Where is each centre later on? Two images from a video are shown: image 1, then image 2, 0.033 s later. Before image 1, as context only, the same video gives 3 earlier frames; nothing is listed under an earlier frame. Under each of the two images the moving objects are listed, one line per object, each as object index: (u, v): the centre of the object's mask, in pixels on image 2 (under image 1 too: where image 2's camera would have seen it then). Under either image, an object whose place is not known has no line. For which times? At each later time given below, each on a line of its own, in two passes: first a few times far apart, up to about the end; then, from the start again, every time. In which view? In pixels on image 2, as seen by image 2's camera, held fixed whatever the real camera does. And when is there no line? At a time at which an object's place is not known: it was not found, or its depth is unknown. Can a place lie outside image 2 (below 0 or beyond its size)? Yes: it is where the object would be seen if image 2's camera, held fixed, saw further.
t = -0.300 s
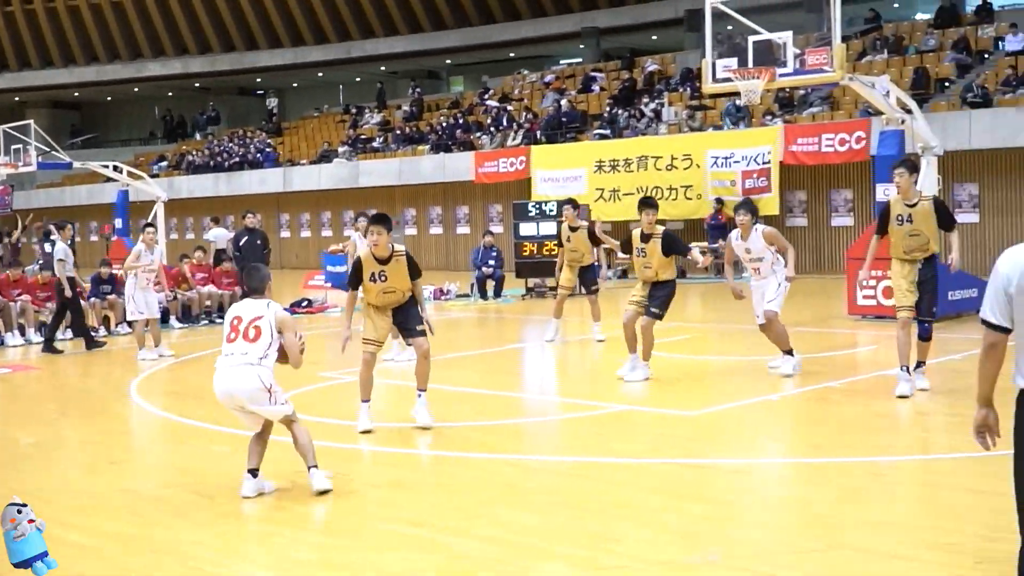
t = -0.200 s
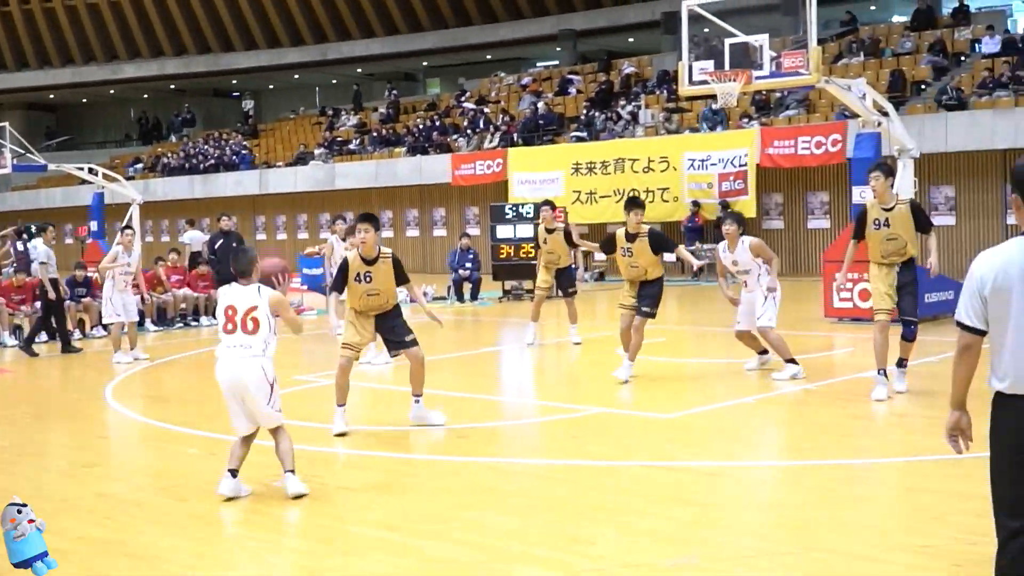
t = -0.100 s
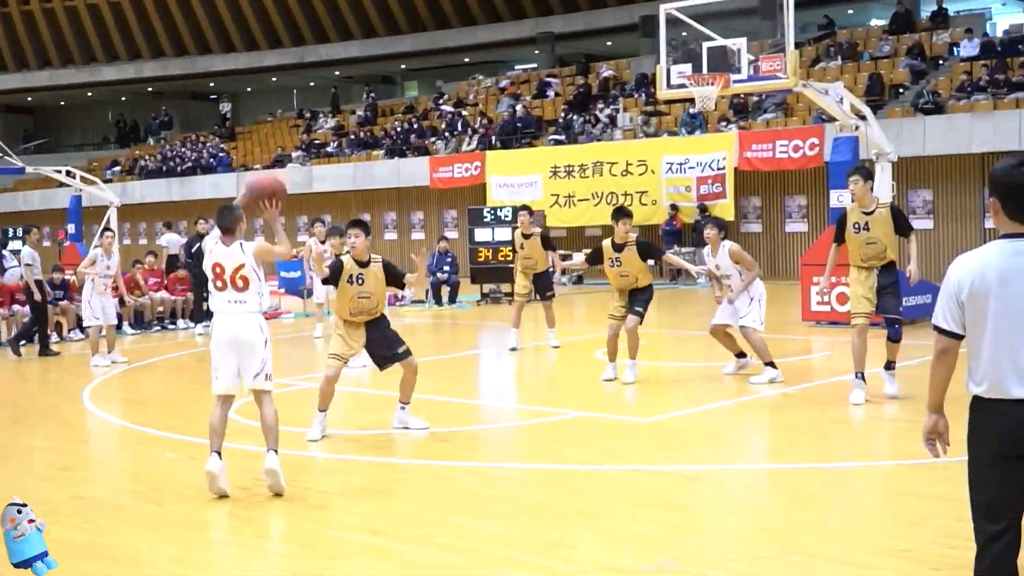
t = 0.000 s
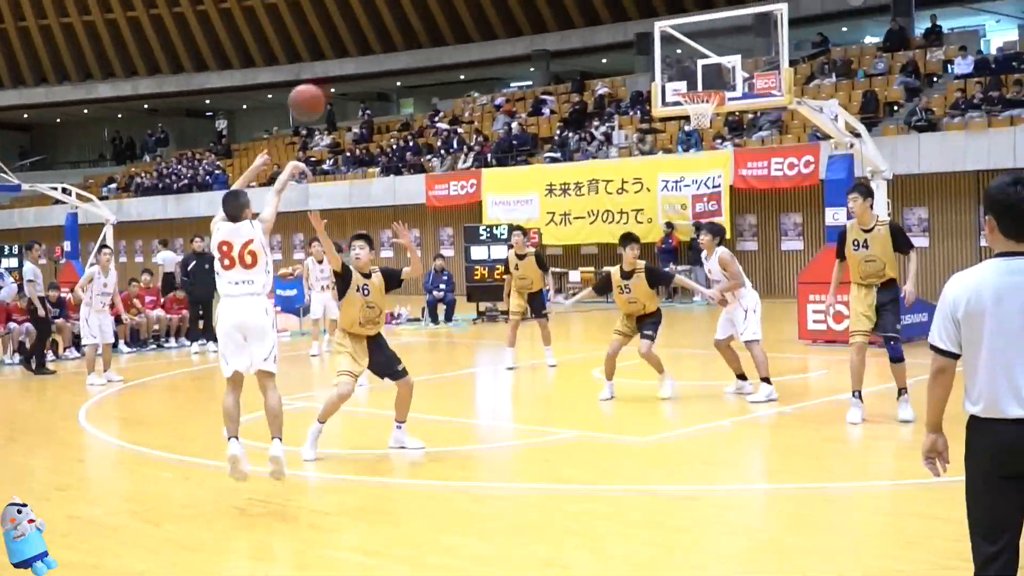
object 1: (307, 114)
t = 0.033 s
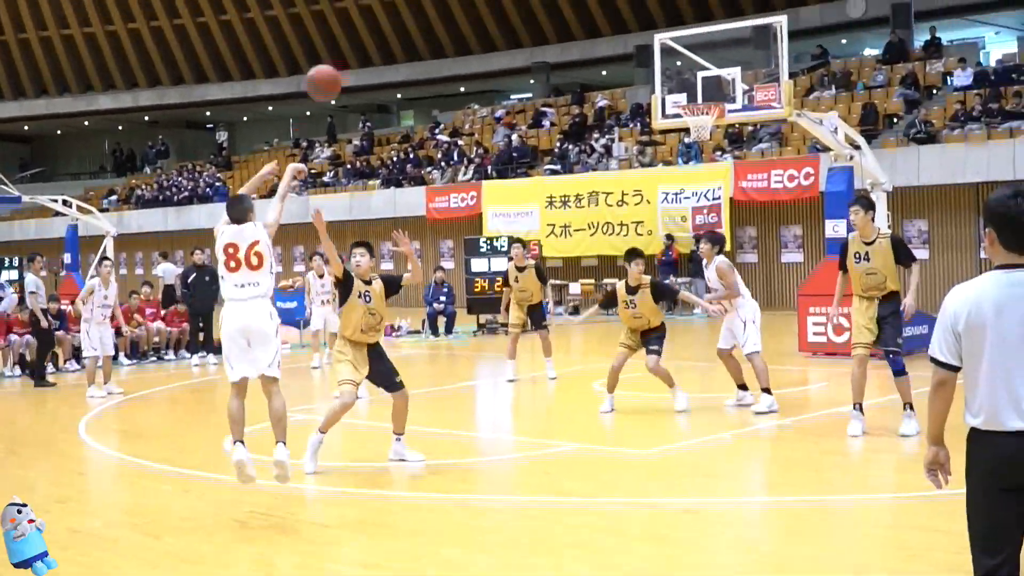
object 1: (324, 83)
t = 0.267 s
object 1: (419, -74)
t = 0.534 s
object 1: (507, -139)
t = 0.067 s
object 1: (338, 54)
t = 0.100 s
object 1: (352, 28)
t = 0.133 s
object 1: (366, 3)
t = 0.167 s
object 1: (381, -19)
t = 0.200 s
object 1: (394, -40)
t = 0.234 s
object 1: (407, -58)
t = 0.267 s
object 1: (419, -74)
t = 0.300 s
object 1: (431, -88)
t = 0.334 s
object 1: (444, -101)
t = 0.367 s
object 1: (455, -112)
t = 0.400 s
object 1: (466, -120)
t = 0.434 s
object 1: (477, -127)
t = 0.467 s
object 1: (488, -132)
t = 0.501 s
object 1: (498, -136)
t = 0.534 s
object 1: (507, -139)
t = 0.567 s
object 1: (517, -139)
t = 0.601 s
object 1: (526, -139)
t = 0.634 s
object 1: (535, -137)
